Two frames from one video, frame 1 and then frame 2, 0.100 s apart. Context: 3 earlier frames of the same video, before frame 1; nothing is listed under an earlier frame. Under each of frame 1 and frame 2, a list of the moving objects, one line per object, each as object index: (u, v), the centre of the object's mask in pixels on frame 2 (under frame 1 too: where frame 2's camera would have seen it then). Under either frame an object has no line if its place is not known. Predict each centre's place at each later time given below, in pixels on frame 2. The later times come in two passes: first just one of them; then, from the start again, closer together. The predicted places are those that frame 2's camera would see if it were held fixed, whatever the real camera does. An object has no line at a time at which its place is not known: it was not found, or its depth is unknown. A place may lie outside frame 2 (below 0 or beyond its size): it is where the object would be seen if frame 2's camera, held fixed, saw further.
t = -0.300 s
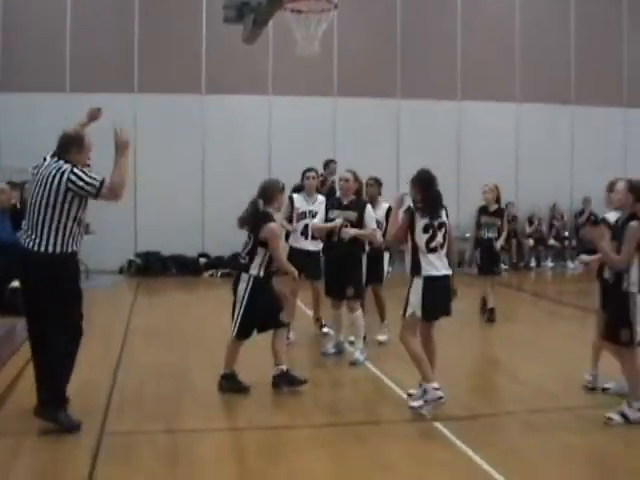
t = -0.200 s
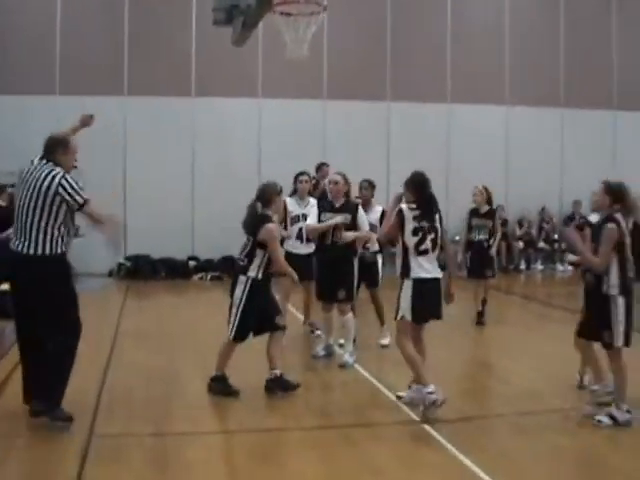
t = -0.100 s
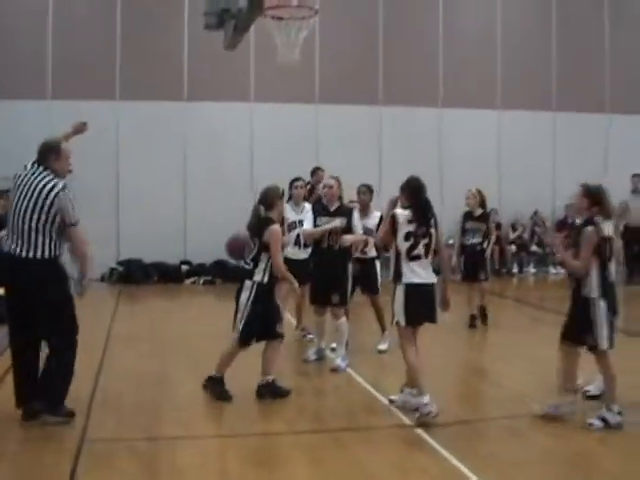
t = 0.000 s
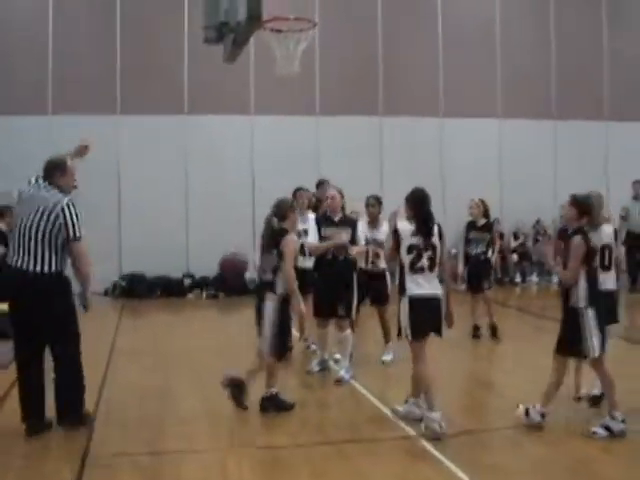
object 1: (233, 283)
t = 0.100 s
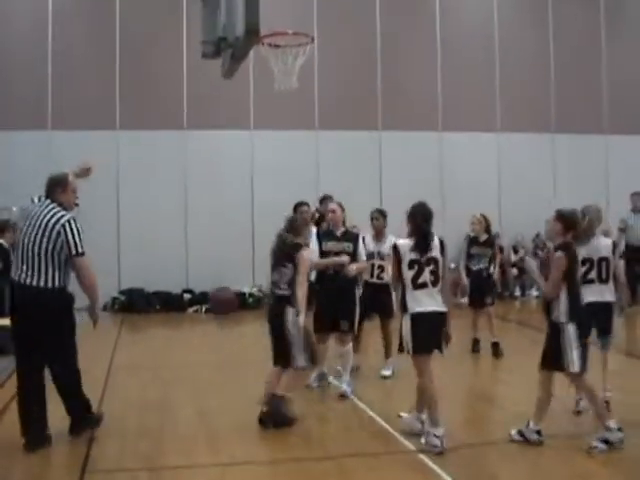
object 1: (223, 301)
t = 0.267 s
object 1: (208, 365)
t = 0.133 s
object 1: (219, 311)
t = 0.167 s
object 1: (216, 323)
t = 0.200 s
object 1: (214, 336)
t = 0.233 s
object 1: (211, 348)
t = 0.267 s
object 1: (208, 365)
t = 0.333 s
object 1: (203, 396)
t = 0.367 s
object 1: (201, 397)
